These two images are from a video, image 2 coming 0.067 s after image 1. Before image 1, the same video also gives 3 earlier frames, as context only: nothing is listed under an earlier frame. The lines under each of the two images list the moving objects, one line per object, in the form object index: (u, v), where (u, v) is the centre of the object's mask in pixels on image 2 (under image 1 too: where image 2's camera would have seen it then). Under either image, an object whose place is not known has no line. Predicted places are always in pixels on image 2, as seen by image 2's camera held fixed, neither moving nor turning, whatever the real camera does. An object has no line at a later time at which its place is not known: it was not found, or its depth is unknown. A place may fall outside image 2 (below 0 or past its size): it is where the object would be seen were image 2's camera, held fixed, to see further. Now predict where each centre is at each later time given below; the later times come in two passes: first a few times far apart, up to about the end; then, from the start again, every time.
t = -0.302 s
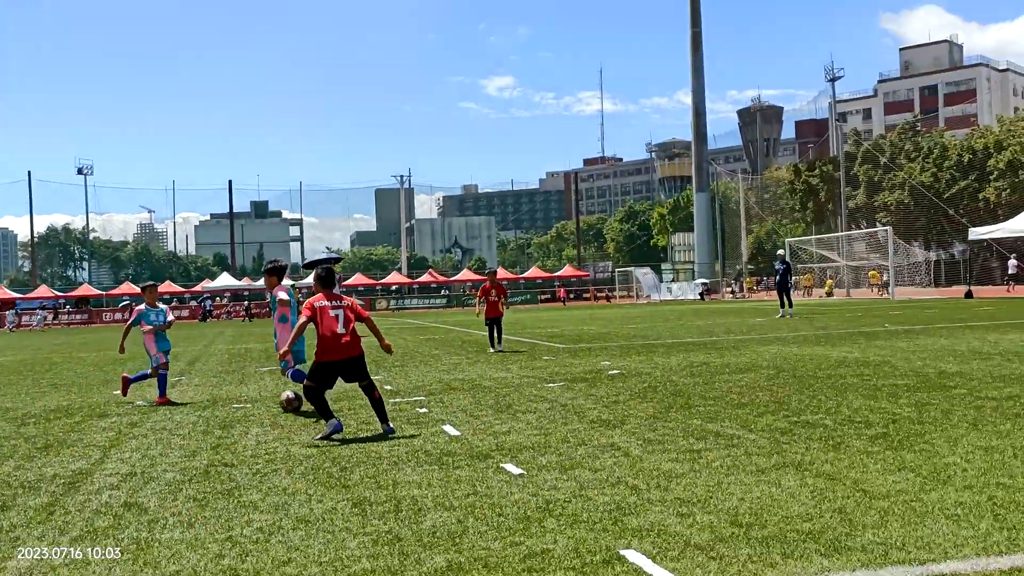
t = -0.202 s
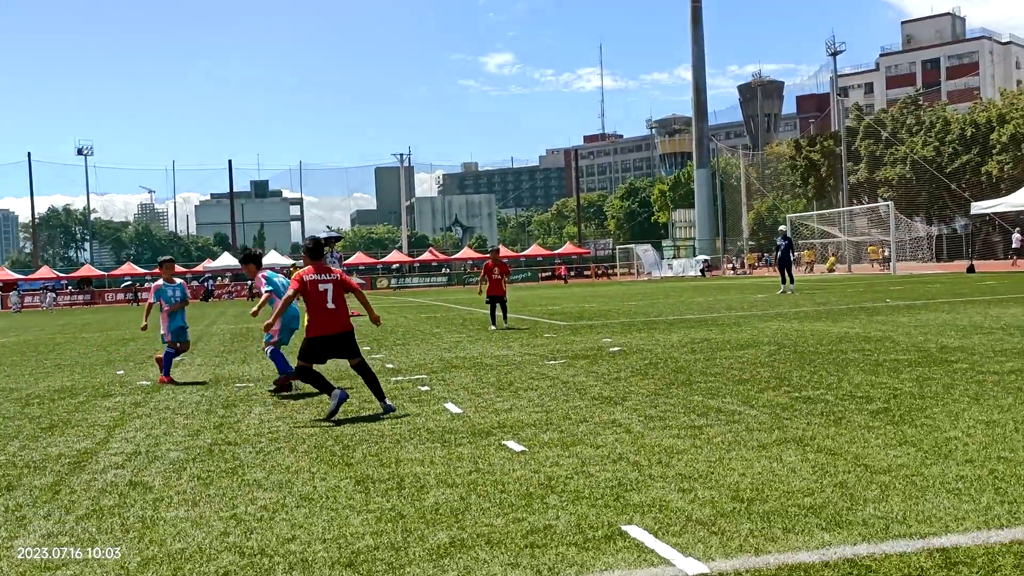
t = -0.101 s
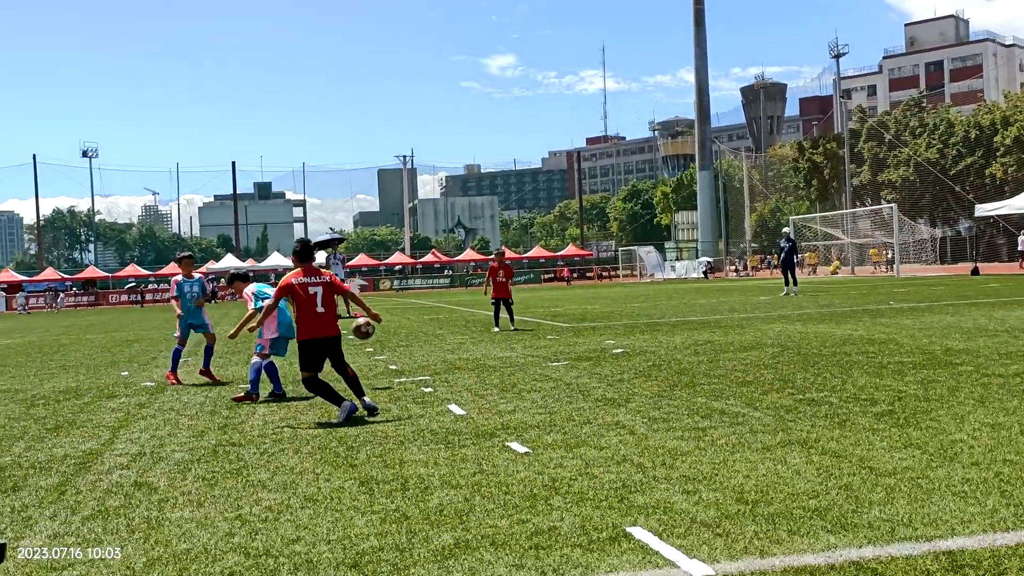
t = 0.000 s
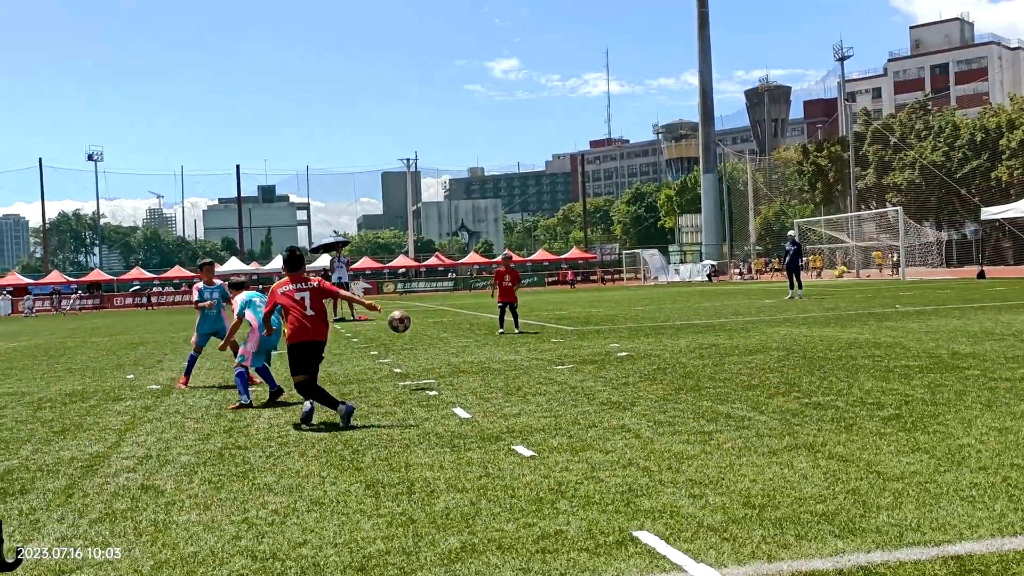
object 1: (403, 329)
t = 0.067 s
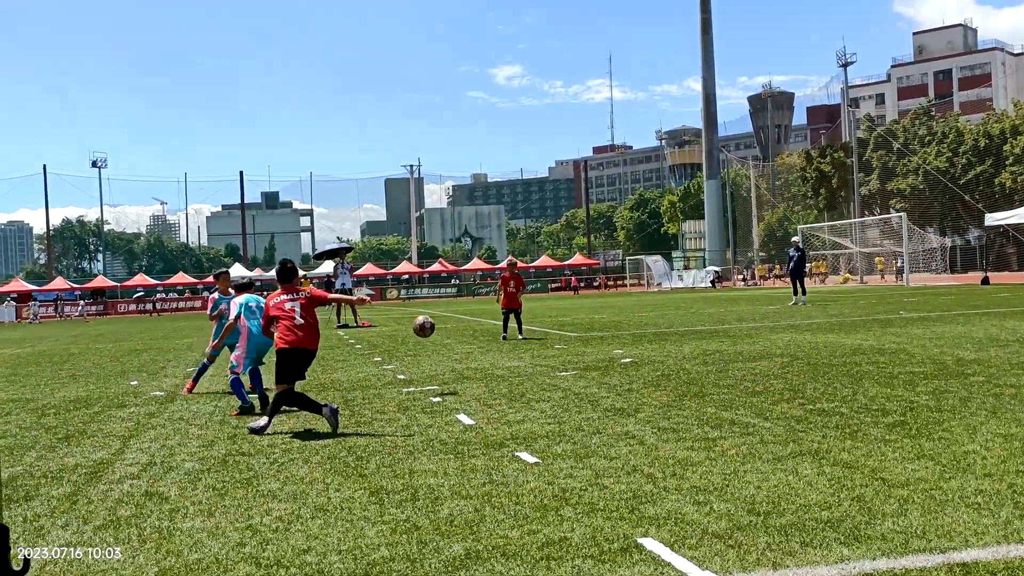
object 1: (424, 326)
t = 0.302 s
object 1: (498, 359)
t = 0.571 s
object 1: (607, 348)
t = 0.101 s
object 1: (434, 328)
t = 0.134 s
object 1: (444, 330)
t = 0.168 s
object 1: (455, 334)
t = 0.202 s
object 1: (466, 339)
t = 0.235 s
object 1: (476, 344)
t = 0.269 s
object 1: (487, 351)
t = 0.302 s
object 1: (498, 359)
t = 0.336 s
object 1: (509, 368)
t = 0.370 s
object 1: (521, 377)
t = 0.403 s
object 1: (535, 369)
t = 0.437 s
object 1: (550, 363)
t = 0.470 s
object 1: (564, 357)
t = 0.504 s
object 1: (579, 353)
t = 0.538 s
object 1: (593, 350)
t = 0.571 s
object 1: (607, 348)
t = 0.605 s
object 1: (622, 347)
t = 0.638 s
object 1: (637, 347)
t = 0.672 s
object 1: (652, 348)
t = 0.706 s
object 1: (667, 351)
